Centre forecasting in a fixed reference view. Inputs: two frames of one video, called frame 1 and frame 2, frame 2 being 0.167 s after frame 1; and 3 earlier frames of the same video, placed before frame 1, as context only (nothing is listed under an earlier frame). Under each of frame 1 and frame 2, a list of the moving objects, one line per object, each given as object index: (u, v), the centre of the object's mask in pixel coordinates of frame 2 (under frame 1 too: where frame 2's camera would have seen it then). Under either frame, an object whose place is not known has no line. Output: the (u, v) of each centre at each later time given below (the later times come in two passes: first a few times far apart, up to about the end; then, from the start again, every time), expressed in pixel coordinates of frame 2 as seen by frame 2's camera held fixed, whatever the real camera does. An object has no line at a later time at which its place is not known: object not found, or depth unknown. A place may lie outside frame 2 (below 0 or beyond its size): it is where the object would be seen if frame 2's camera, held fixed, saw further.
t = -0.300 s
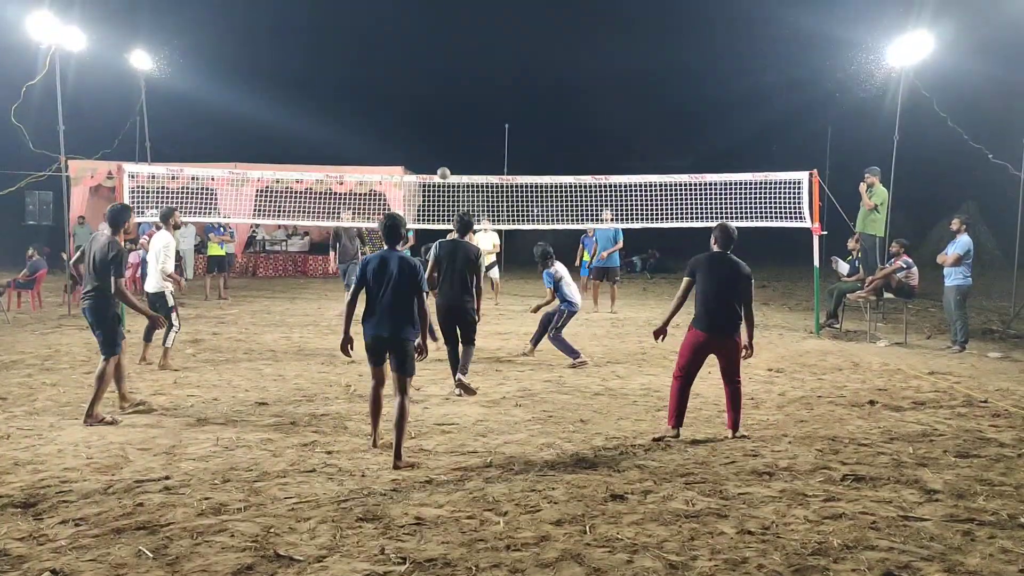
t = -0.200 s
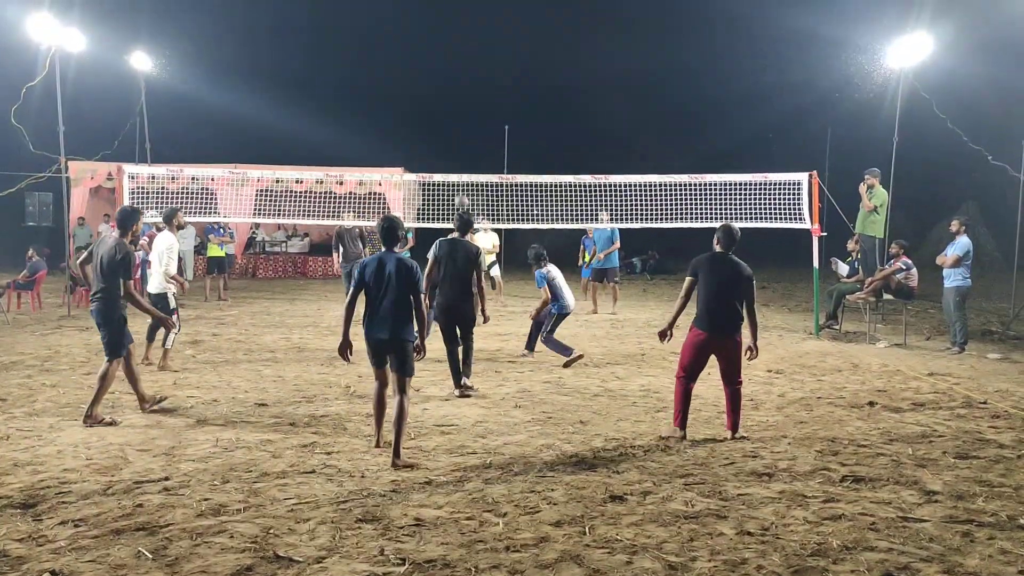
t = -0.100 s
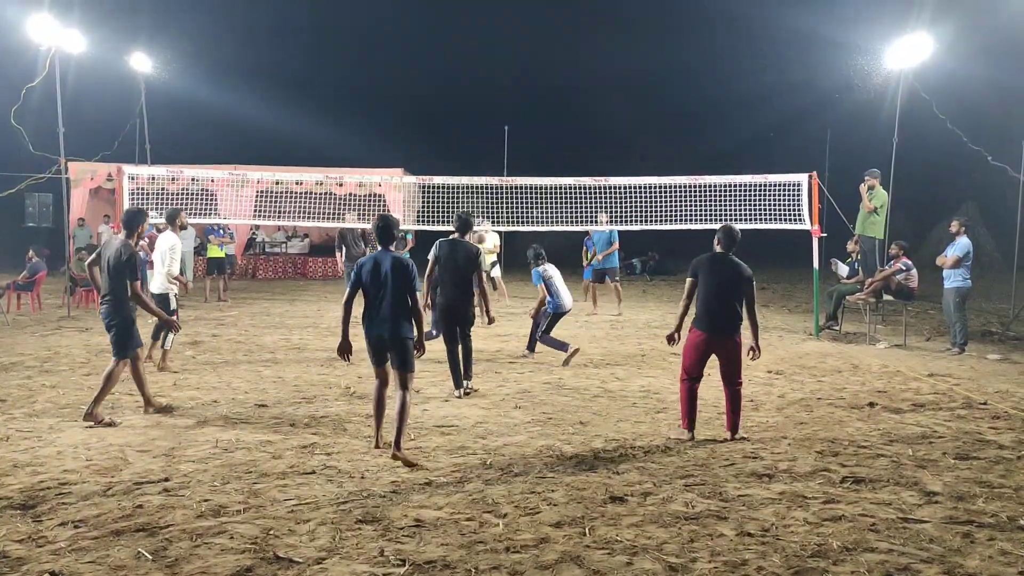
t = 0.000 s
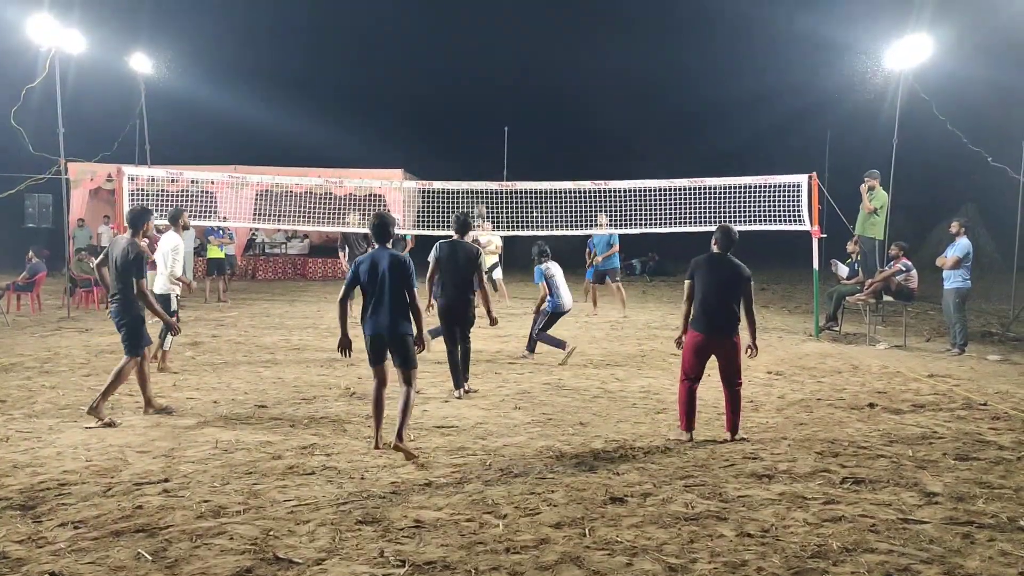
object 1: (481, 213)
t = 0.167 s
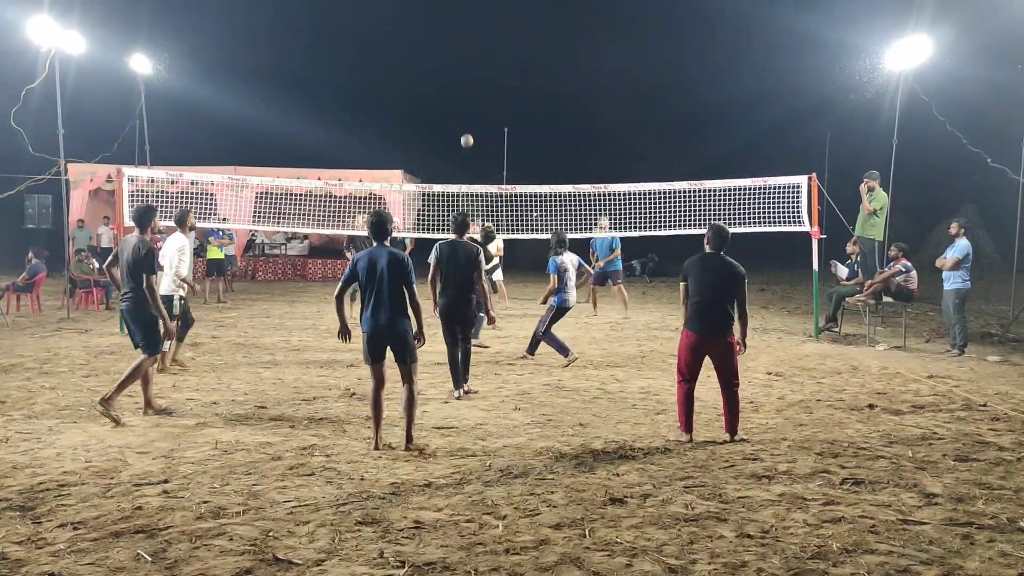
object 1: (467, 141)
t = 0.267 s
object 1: (459, 110)
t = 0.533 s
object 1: (440, 69)
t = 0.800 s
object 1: (424, 74)
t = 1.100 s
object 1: (411, 125)
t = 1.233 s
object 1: (408, 160)
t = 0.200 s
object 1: (464, 130)
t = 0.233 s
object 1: (462, 120)
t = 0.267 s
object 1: (459, 110)
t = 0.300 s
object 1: (457, 102)
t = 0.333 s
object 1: (454, 95)
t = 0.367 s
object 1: (452, 89)
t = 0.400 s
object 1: (449, 83)
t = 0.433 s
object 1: (447, 78)
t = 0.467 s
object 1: (445, 75)
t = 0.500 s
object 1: (442, 71)
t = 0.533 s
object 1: (440, 69)
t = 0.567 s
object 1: (438, 67)
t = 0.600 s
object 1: (436, 66)
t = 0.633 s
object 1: (434, 66)
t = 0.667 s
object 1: (432, 66)
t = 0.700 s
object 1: (429, 67)
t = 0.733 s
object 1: (427, 69)
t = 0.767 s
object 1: (426, 72)
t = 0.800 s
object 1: (424, 74)
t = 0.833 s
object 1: (422, 78)
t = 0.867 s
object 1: (420, 82)
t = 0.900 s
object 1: (418, 87)
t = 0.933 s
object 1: (417, 92)
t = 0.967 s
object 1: (415, 98)
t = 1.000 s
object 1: (414, 104)
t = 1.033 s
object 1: (413, 110)
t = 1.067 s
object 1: (412, 118)
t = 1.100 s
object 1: (411, 125)
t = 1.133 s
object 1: (410, 134)
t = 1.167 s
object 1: (410, 142)
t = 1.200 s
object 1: (409, 151)
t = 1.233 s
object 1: (408, 160)
